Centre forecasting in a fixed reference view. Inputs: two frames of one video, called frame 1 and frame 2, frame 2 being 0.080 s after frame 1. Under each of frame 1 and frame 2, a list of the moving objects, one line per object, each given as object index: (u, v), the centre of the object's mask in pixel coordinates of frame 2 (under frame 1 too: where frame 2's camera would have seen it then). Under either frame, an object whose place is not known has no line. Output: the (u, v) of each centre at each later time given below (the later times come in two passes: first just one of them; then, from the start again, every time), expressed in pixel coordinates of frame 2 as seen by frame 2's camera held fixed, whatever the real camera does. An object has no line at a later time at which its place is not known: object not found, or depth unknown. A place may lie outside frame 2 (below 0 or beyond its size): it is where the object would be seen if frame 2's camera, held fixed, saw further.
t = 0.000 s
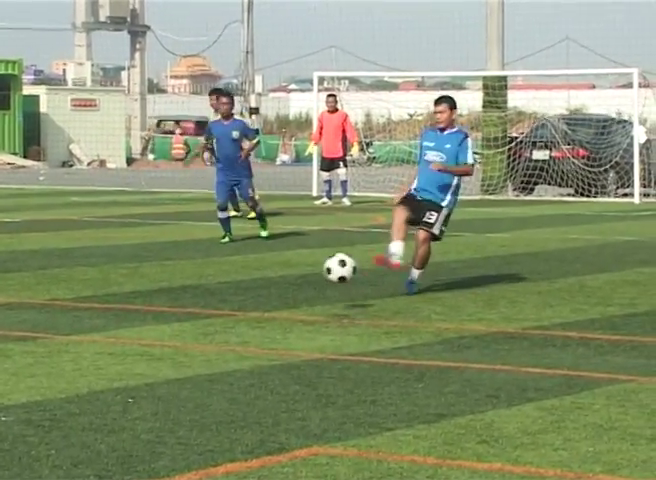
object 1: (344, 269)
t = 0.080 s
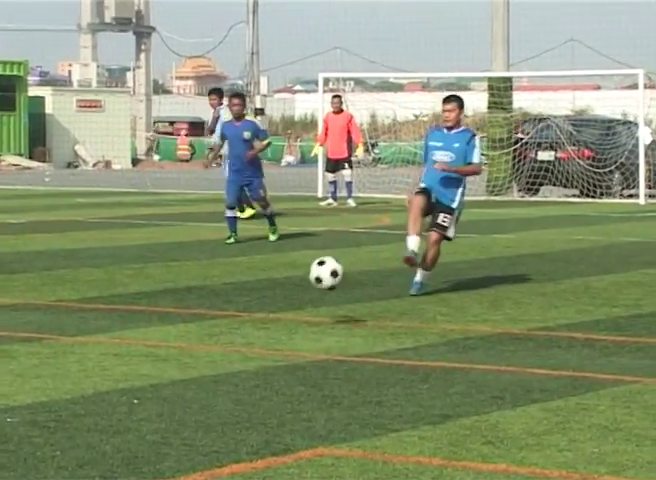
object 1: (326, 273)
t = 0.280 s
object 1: (271, 335)
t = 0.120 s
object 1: (316, 278)
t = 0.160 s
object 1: (305, 287)
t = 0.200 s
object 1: (294, 300)
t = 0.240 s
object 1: (283, 315)
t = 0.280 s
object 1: (271, 335)
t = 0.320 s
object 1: (258, 361)
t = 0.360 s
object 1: (247, 376)
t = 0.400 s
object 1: (237, 372)
